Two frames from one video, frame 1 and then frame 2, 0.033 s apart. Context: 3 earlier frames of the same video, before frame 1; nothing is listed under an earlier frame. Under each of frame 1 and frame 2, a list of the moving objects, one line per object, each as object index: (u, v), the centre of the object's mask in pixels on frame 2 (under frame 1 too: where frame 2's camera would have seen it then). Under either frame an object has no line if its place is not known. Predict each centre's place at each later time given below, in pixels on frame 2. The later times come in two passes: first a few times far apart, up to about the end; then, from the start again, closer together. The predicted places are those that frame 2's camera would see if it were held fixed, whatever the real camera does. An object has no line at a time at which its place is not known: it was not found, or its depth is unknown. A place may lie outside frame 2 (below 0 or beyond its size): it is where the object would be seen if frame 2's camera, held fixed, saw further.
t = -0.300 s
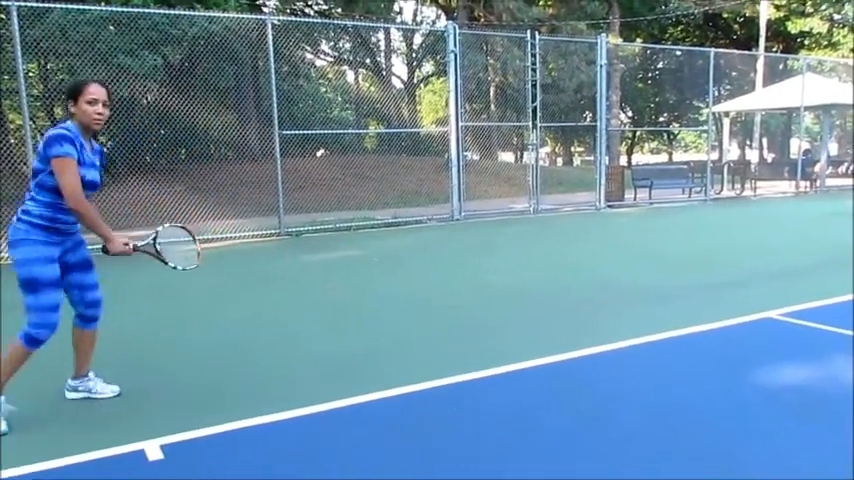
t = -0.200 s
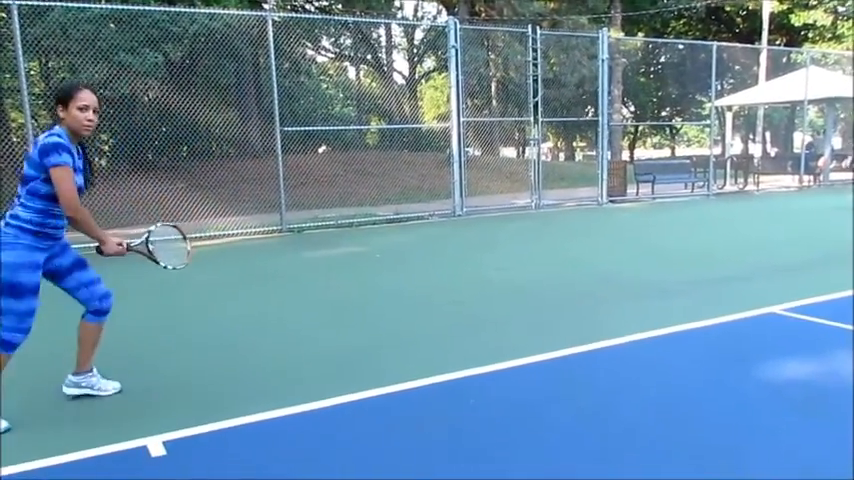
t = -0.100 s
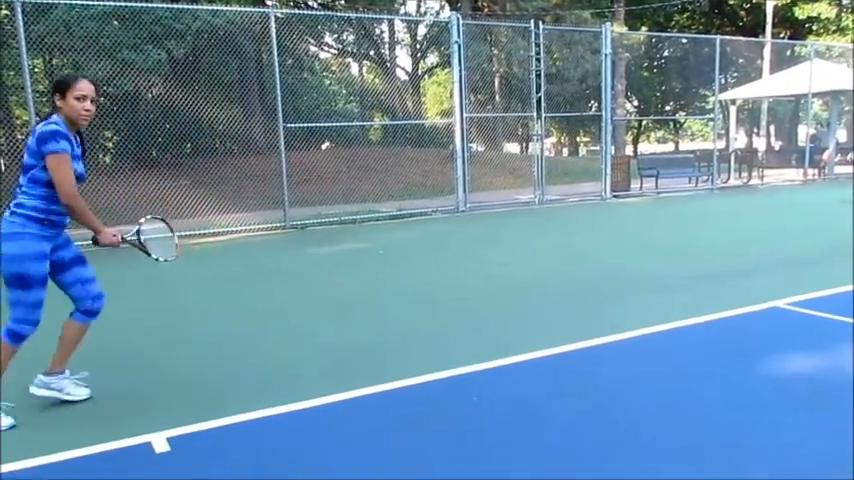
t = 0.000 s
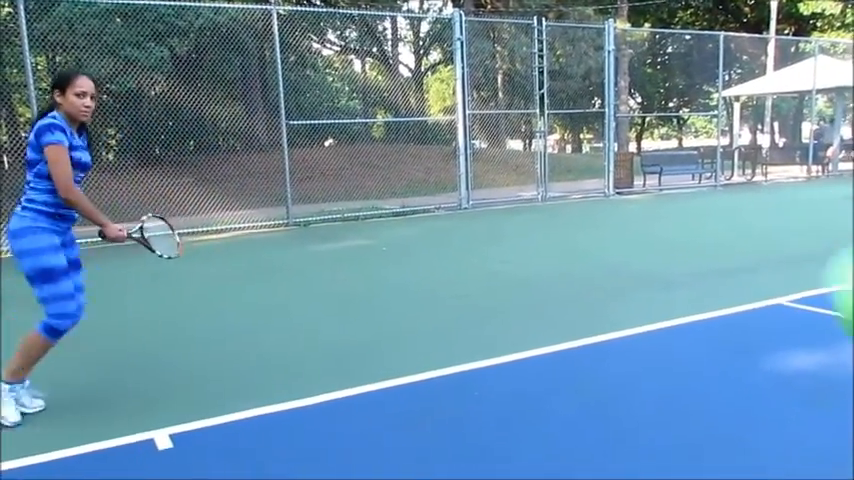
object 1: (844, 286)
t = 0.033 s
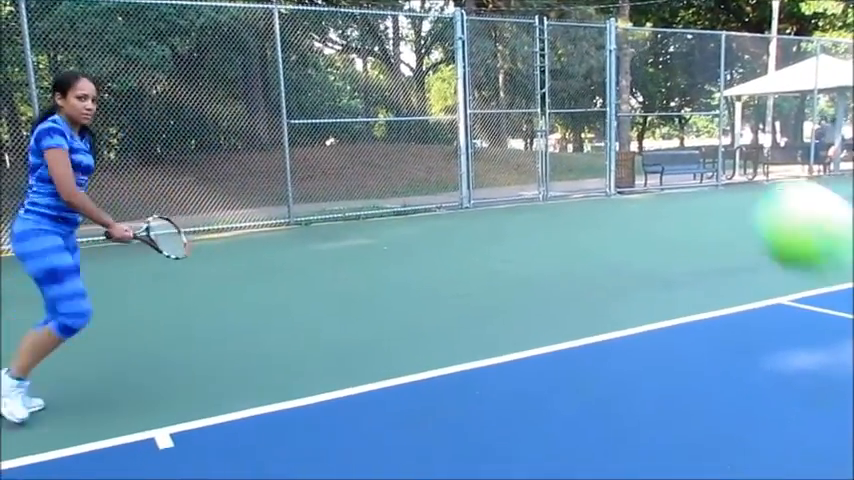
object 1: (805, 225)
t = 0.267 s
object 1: (569, 216)
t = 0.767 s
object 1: (491, 337)
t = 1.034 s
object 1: (489, 238)
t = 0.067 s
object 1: (744, 188)
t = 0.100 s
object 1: (695, 170)
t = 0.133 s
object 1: (658, 165)
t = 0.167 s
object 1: (628, 173)
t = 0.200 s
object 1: (605, 181)
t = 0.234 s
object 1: (585, 197)
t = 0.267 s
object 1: (569, 216)
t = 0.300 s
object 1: (555, 238)
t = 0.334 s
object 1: (544, 262)
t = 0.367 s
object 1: (534, 289)
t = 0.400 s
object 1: (526, 317)
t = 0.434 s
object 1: (518, 345)
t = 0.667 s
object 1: (492, 440)
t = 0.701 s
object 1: (492, 401)
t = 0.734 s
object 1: (492, 367)
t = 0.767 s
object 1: (491, 337)
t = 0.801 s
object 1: (491, 312)
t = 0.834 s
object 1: (491, 291)
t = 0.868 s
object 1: (490, 274)
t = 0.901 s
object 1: (490, 261)
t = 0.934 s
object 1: (490, 251)
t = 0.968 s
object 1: (490, 244)
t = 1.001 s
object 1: (489, 240)
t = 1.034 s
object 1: (489, 238)
